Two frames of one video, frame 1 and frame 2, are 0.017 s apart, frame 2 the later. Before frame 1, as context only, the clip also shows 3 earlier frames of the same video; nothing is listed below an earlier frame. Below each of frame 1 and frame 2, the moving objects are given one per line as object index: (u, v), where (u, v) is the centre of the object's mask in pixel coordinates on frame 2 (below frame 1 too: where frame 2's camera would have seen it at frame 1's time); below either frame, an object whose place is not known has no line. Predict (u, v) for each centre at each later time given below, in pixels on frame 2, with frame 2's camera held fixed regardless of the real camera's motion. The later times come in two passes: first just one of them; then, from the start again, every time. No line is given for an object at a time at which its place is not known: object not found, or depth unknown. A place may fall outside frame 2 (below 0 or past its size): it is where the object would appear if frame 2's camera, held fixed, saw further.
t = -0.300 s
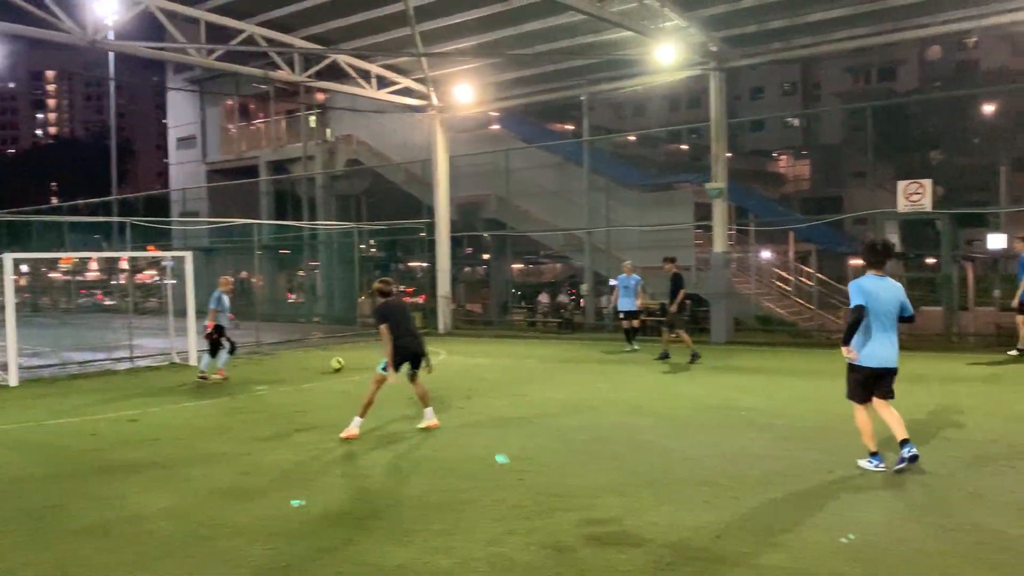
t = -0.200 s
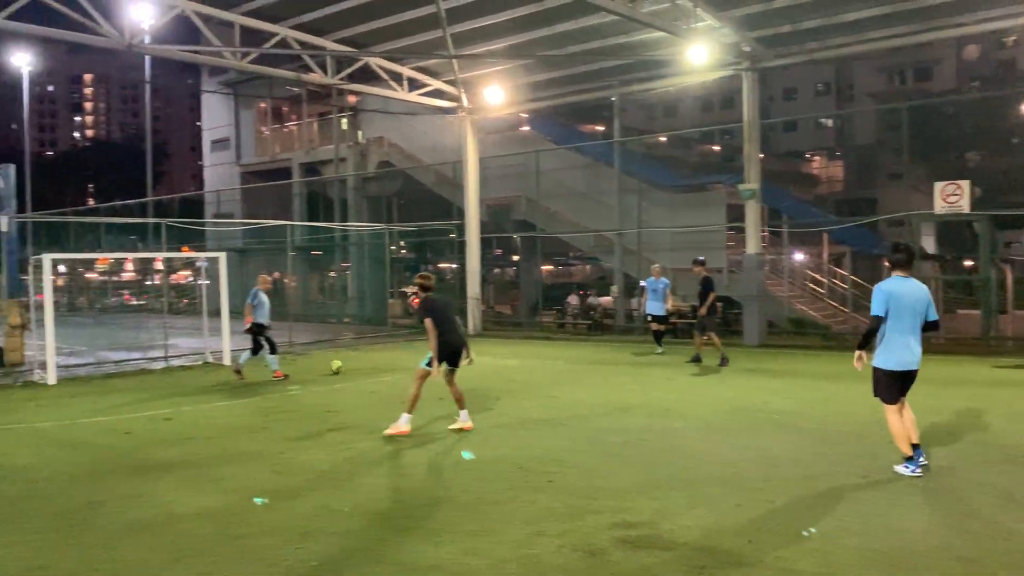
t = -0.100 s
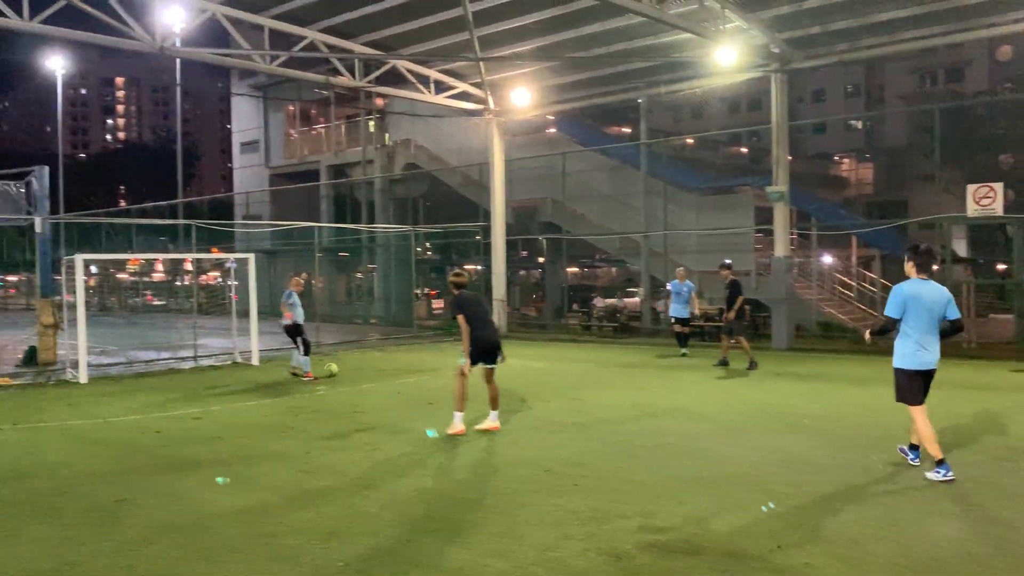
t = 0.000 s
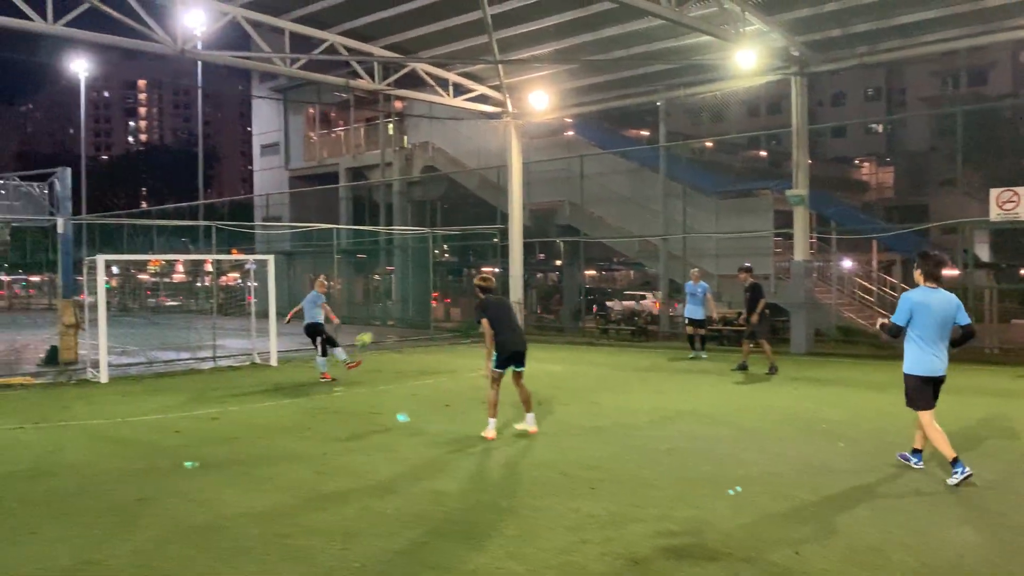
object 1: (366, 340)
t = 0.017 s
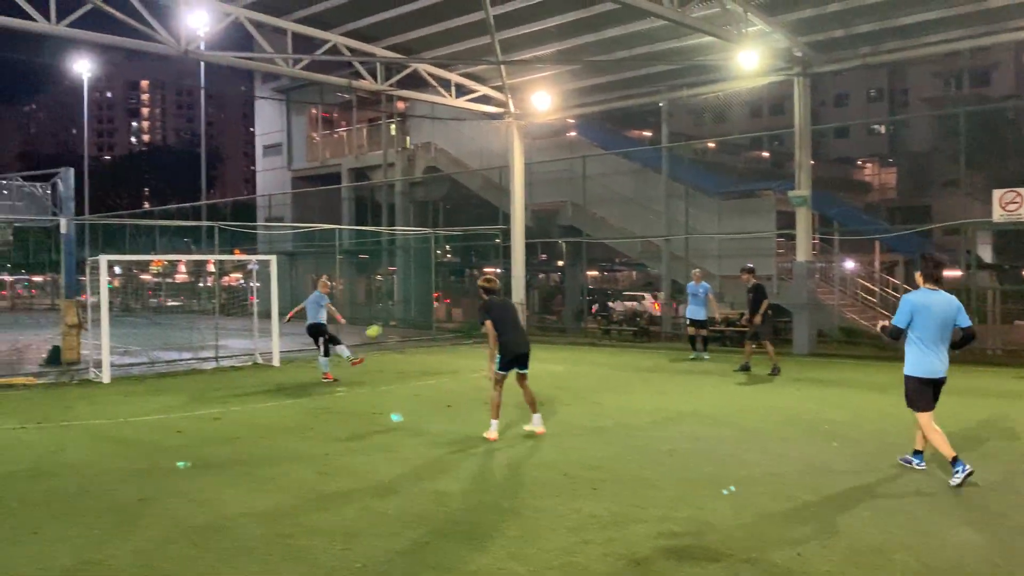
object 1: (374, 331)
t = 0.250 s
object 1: (475, 231)
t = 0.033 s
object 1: (380, 323)
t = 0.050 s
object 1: (387, 317)
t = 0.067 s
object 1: (394, 308)
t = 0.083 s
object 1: (402, 300)
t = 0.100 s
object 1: (408, 293)
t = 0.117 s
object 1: (416, 286)
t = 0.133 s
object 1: (424, 278)
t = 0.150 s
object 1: (430, 272)
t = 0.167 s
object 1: (438, 265)
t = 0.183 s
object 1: (445, 257)
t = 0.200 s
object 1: (452, 251)
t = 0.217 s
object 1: (461, 244)
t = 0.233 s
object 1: (468, 238)
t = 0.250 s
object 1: (475, 231)
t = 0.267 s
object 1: (483, 224)
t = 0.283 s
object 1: (491, 218)
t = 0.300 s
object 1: (499, 211)
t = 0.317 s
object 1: (506, 206)
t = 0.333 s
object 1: (515, 199)
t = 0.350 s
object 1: (523, 194)
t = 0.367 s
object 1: (531, 187)
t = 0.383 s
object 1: (538, 180)
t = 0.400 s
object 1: (548, 176)
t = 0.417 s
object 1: (556, 168)
